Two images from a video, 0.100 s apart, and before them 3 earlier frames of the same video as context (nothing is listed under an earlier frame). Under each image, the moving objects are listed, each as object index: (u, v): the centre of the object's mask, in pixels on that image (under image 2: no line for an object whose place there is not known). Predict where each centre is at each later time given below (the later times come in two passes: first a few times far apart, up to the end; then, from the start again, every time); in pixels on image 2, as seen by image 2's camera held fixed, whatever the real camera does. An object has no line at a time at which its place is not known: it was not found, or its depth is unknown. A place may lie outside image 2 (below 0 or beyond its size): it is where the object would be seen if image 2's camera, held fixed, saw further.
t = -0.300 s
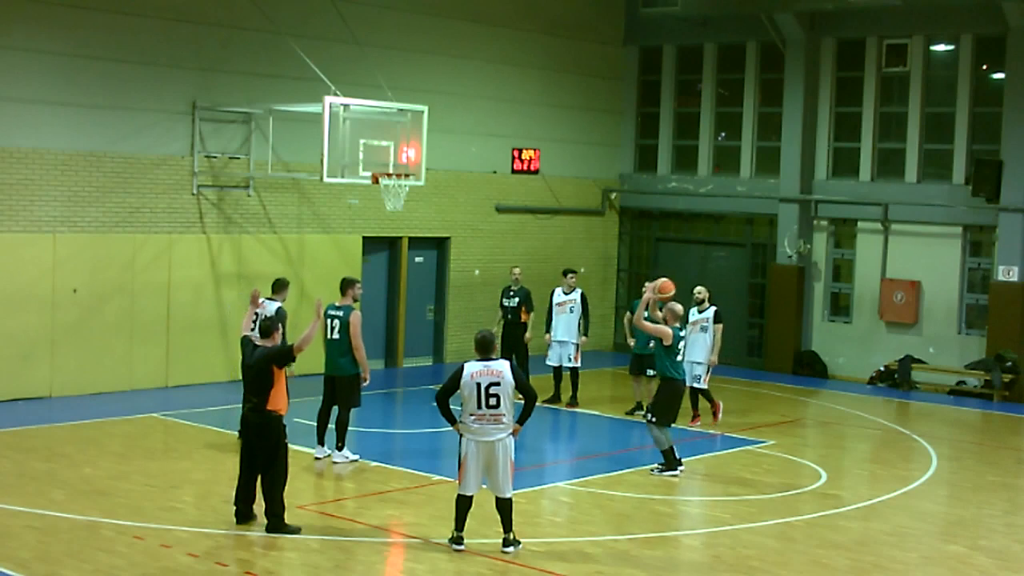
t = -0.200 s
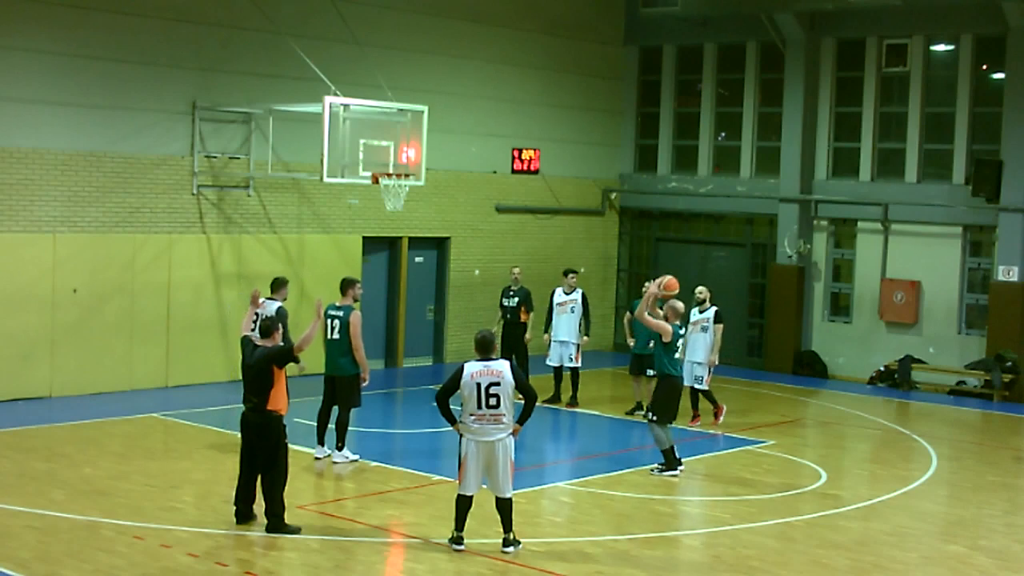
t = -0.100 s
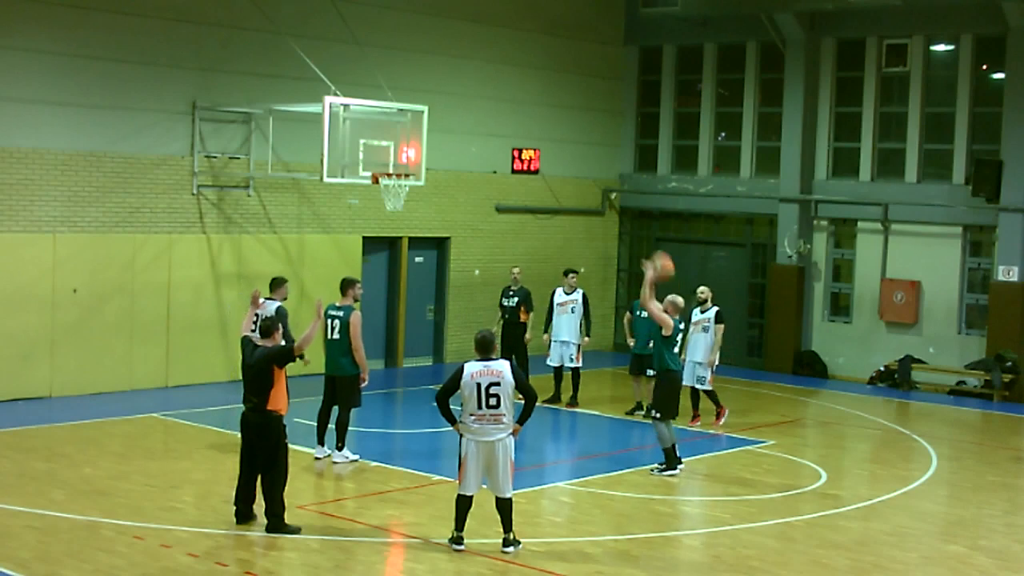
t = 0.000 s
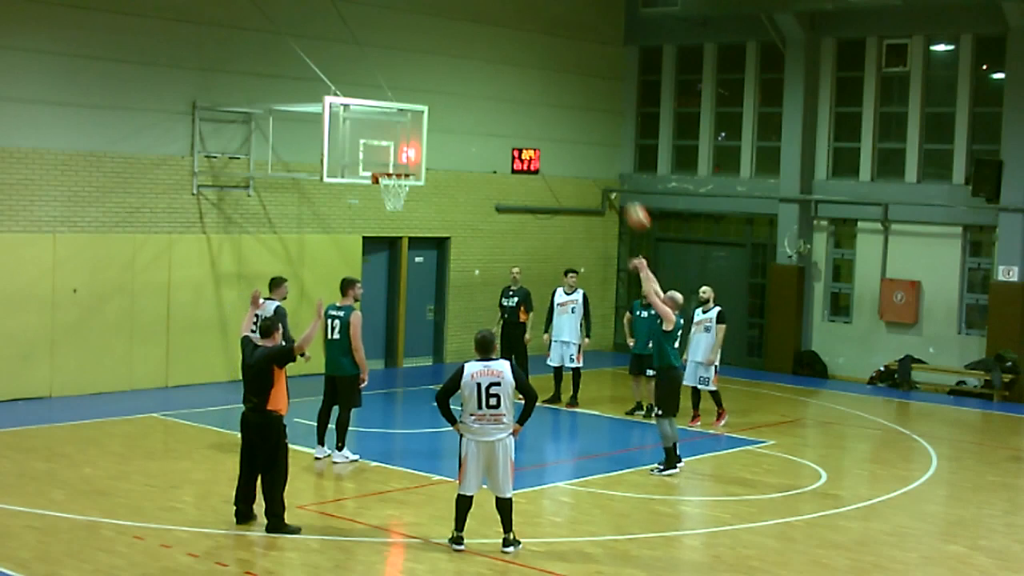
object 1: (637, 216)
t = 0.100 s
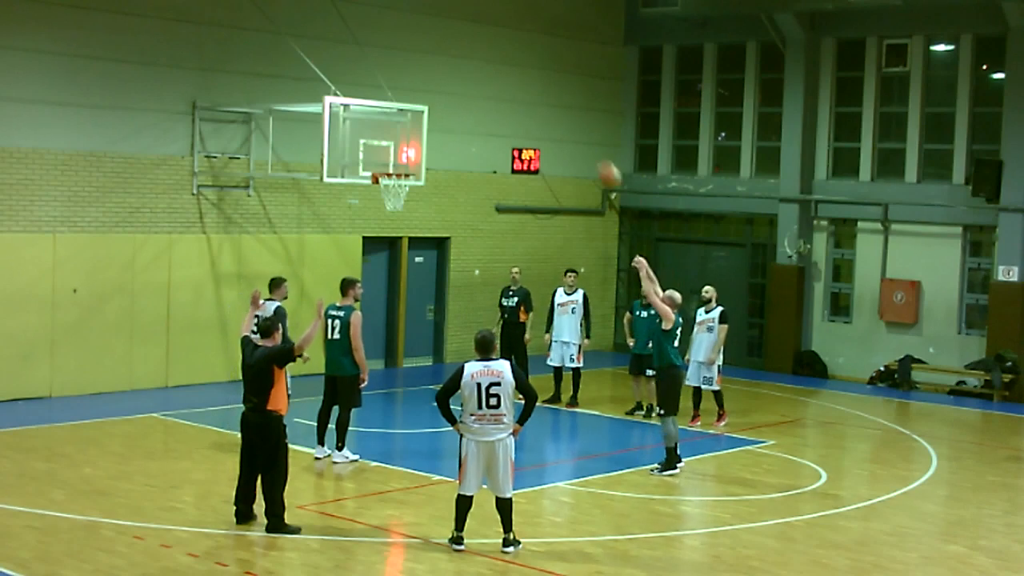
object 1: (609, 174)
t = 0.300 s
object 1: (552, 118)
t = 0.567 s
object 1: (484, 101)
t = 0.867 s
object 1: (412, 149)
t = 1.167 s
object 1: (391, 152)
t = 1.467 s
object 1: (428, 165)
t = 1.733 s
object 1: (452, 205)
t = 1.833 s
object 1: (460, 234)
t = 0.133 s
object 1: (599, 161)
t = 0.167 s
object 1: (589, 151)
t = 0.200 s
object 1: (580, 141)
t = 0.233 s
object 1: (571, 132)
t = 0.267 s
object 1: (561, 124)
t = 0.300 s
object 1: (552, 118)
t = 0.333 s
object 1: (543, 113)
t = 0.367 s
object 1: (534, 108)
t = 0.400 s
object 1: (526, 104)
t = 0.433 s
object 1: (518, 102)
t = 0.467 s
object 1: (509, 100)
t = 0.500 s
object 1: (500, 100)
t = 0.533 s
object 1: (492, 100)
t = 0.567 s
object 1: (484, 101)
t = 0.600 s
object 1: (475, 103)
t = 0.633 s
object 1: (468, 106)
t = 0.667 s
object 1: (460, 110)
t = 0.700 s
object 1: (451, 115)
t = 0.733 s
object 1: (444, 119)
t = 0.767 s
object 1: (437, 125)
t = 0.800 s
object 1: (427, 133)
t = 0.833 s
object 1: (420, 141)
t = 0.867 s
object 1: (412, 149)
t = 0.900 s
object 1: (403, 161)
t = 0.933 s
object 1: (400, 162)
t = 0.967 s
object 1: (396, 160)
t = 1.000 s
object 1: (393, 157)
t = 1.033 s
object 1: (391, 155)
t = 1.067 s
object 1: (388, 154)
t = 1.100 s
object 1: (385, 154)
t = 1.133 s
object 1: (387, 153)
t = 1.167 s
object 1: (391, 152)
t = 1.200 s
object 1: (396, 152)
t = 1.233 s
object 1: (401, 153)
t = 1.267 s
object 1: (405, 155)
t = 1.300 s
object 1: (411, 158)
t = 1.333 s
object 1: (414, 161)
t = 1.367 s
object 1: (419, 165)
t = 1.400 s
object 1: (422, 165)
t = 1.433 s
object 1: (425, 165)
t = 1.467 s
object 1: (428, 165)
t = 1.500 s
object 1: (431, 168)
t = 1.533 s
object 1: (434, 170)
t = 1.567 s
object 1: (437, 174)
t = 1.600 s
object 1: (440, 178)
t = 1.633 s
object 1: (443, 183)
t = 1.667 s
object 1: (446, 190)
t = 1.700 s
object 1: (449, 197)
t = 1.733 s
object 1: (452, 205)
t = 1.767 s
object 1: (454, 214)
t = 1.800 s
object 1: (456, 223)
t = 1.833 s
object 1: (460, 234)
